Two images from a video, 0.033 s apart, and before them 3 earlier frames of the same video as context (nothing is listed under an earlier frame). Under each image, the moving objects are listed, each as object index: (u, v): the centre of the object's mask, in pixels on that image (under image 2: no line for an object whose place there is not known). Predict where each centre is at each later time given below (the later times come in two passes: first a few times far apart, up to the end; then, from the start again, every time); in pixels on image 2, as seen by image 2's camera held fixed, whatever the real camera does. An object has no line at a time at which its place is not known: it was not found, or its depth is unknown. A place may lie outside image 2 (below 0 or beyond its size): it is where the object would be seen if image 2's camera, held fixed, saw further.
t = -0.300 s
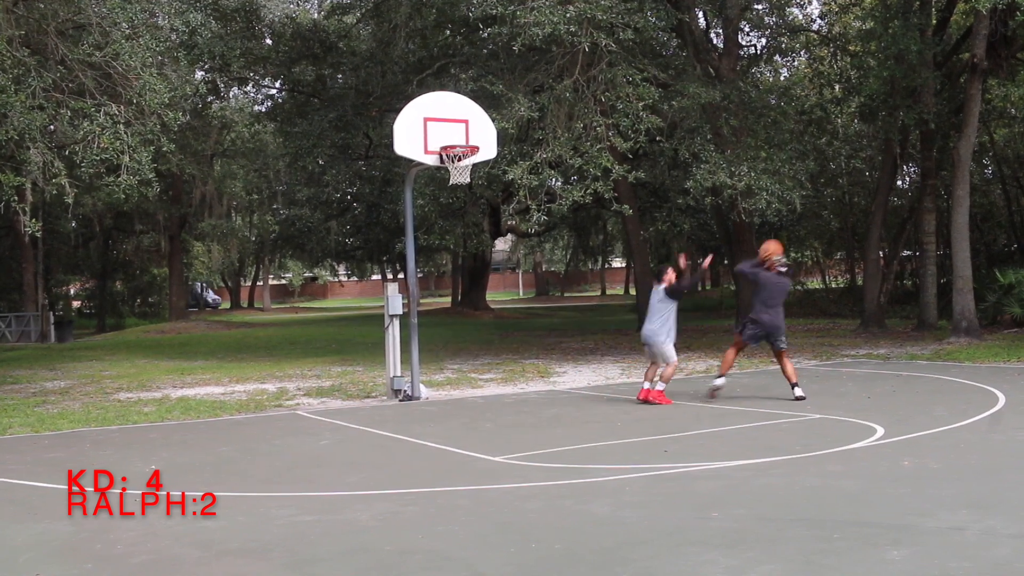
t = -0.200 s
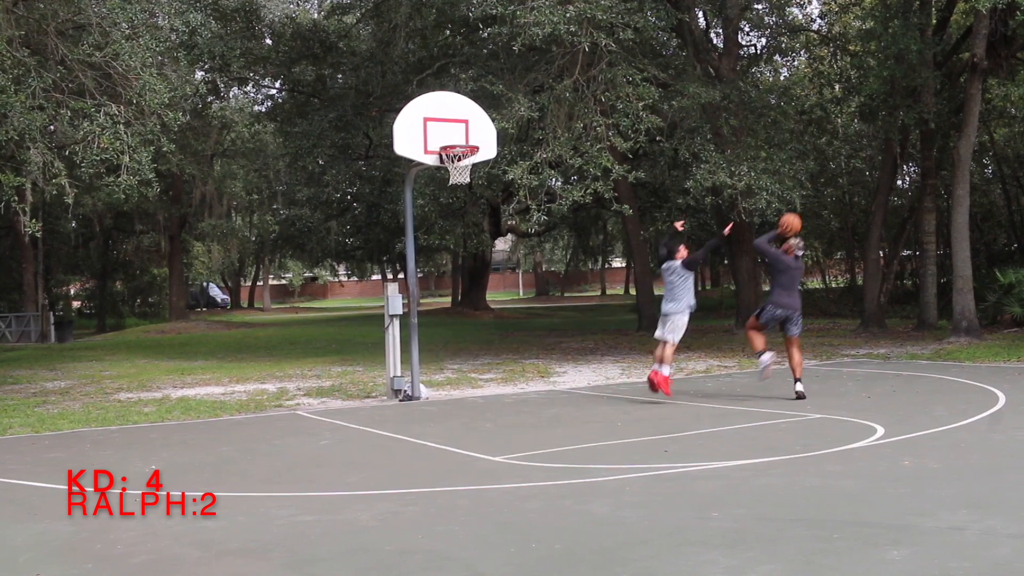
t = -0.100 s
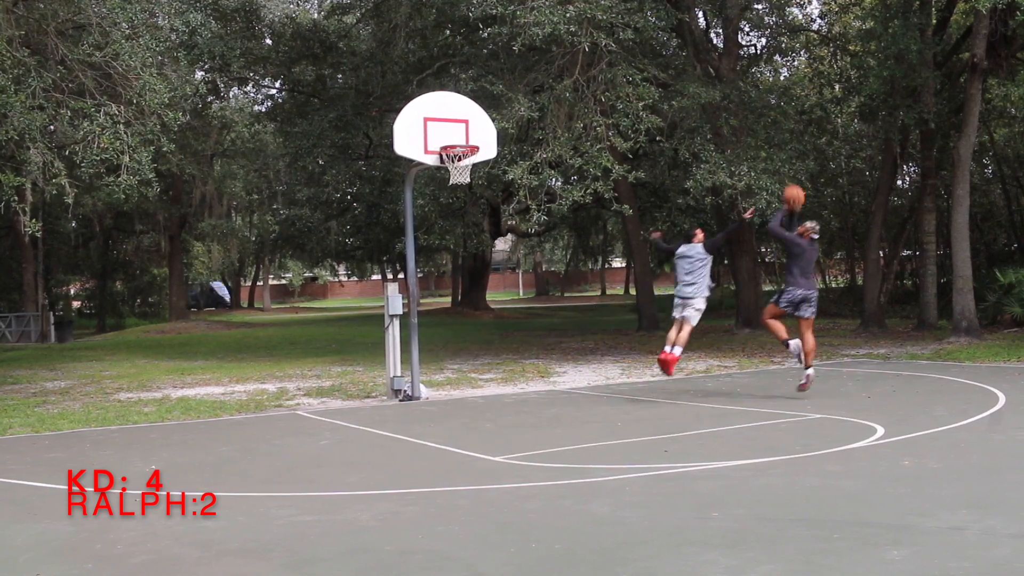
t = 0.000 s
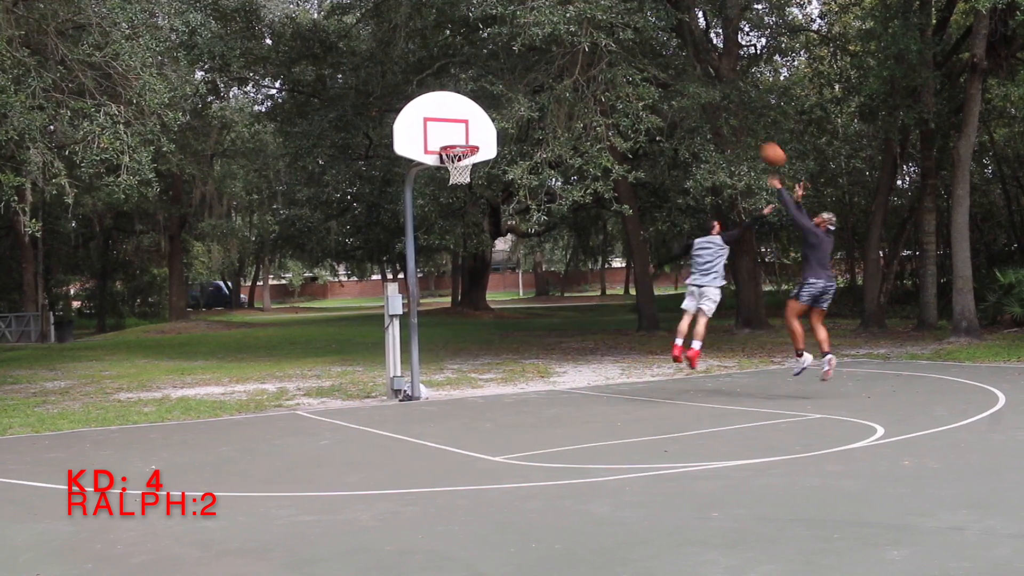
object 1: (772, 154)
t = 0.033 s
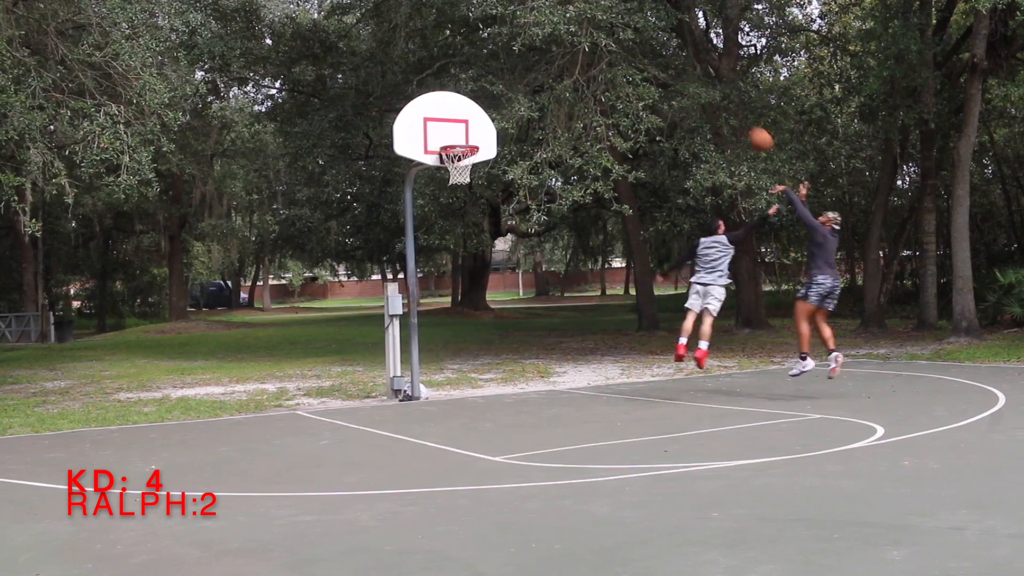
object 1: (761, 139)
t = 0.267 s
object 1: (678, 62)
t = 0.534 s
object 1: (591, 30)
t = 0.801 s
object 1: (508, 57)
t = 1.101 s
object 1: (420, 155)
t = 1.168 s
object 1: (403, 184)
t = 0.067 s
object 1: (748, 125)
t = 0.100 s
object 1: (737, 112)
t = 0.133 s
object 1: (726, 100)
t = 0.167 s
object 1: (713, 89)
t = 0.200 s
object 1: (702, 79)
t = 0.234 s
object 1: (690, 70)
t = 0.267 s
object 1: (678, 62)
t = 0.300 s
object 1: (667, 55)
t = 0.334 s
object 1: (655, 48)
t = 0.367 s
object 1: (645, 43)
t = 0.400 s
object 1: (634, 39)
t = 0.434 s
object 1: (623, 35)
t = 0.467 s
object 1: (612, 32)
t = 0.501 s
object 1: (601, 31)
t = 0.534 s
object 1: (591, 30)
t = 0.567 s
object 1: (580, 30)
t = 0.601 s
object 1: (569, 32)
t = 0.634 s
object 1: (558, 33)
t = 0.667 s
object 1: (550, 36)
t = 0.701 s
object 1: (538, 40)
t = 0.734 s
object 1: (528, 44)
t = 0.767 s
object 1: (518, 50)
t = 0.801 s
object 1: (508, 57)
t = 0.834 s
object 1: (498, 64)
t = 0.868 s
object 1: (489, 72)
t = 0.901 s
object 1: (479, 81)
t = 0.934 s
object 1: (470, 90)
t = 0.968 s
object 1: (459, 101)
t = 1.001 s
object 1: (449, 114)
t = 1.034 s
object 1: (439, 127)
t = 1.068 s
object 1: (431, 140)
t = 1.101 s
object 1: (420, 155)
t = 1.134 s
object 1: (411, 169)
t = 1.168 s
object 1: (403, 184)
